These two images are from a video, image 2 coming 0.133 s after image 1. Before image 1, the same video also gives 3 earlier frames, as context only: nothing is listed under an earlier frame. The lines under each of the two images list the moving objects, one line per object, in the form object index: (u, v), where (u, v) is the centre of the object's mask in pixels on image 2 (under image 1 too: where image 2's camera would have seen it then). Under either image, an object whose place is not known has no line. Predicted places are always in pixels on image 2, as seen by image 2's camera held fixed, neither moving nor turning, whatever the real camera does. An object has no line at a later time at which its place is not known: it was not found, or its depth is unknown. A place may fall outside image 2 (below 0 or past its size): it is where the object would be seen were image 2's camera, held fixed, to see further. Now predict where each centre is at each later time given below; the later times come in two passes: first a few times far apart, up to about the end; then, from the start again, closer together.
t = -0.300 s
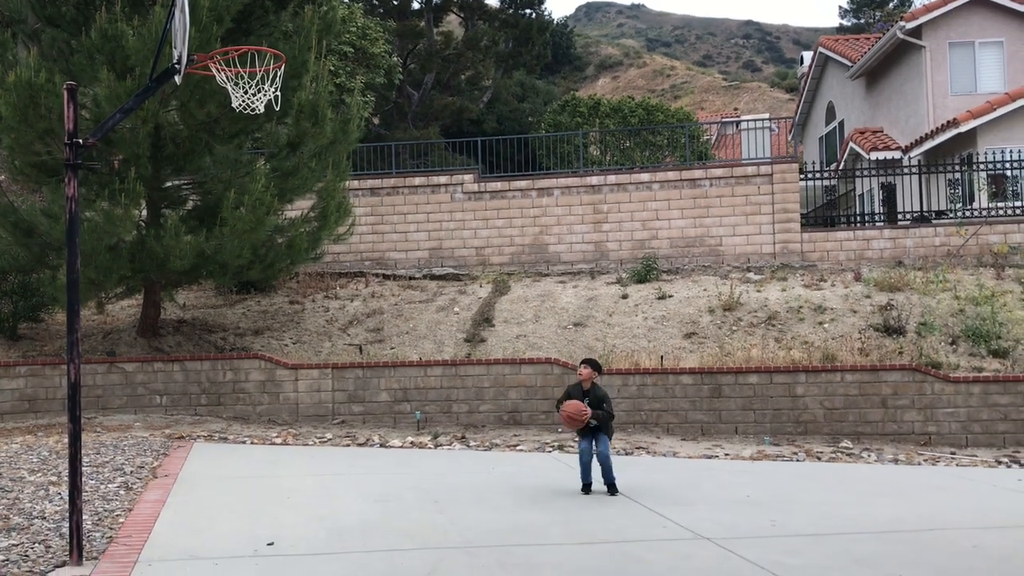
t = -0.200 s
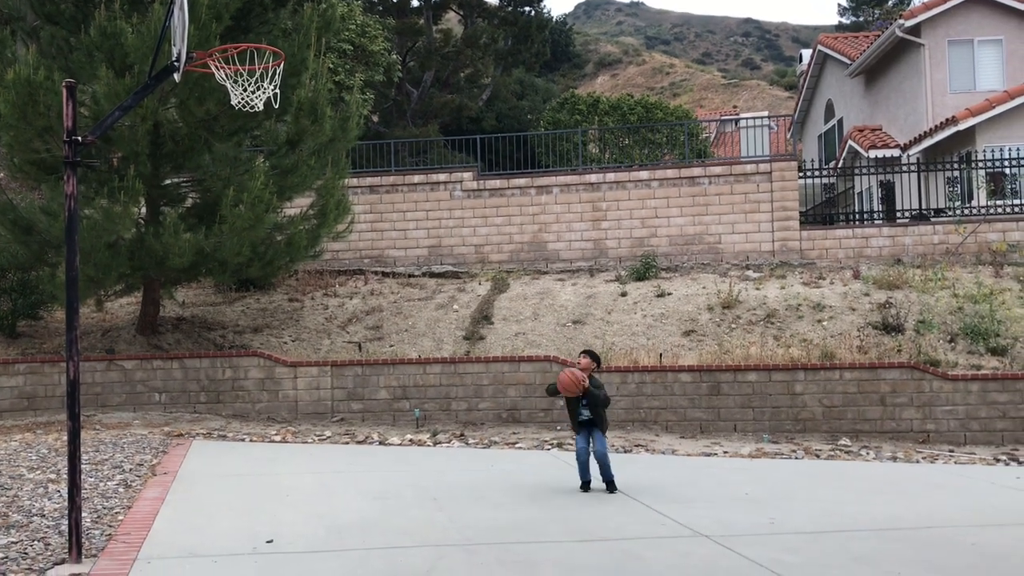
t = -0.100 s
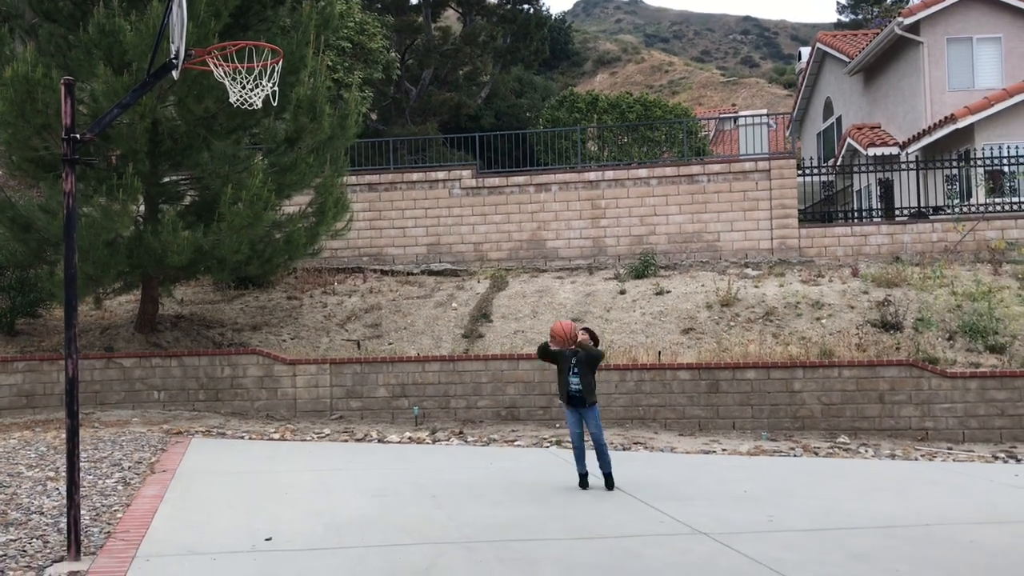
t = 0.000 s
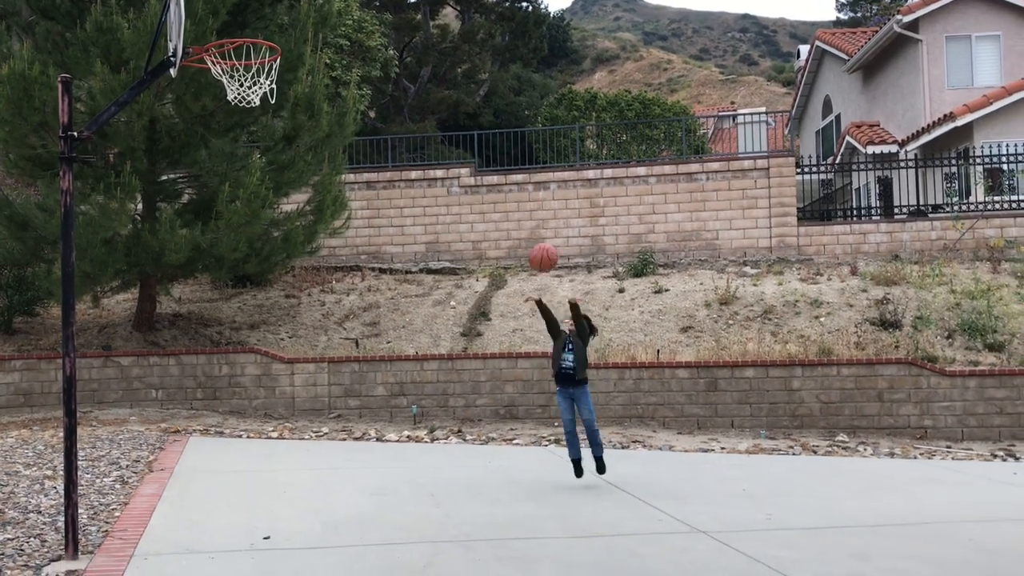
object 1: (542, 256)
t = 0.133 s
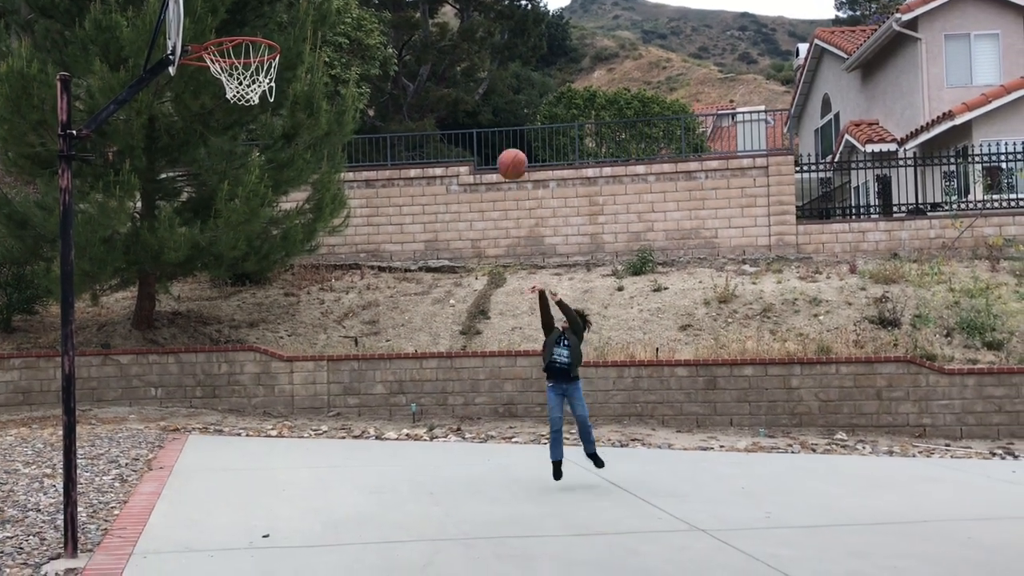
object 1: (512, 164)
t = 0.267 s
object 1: (481, 89)
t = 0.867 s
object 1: (312, 15)
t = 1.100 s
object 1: (230, 134)
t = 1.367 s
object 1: (116, 444)
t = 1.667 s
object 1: (73, 382)
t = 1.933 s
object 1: (76, 224)
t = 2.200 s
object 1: (79, 209)
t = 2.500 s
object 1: (84, 383)
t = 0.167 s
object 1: (504, 144)
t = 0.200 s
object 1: (497, 124)
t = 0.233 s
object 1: (489, 106)
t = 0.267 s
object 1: (481, 89)
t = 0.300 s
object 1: (473, 73)
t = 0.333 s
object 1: (464, 57)
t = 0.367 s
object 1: (456, 43)
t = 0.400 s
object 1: (447, 30)
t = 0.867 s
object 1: (312, 15)
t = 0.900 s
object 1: (301, 21)
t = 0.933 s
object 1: (290, 32)
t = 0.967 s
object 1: (278, 48)
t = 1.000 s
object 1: (267, 65)
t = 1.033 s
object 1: (255, 86)
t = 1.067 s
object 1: (242, 110)
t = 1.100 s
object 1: (230, 134)
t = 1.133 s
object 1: (217, 163)
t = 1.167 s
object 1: (204, 193)
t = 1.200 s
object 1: (191, 227)
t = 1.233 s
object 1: (177, 264)
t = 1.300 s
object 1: (147, 347)
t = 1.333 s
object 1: (132, 394)
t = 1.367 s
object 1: (116, 444)
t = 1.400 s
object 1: (101, 498)
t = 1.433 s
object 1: (84, 555)
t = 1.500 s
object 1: (73, 549)
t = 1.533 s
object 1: (73, 512)
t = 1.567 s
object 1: (72, 477)
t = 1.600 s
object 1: (72, 443)
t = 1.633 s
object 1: (73, 411)
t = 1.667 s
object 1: (73, 382)
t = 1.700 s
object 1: (73, 355)
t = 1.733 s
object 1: (73, 329)
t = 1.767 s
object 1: (73, 307)
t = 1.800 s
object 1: (74, 286)
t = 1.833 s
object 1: (74, 267)
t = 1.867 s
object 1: (74, 251)
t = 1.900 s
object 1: (75, 237)
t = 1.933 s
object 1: (76, 224)
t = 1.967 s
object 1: (77, 214)
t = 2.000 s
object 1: (77, 206)
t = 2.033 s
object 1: (77, 201)
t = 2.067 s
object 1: (78, 198)
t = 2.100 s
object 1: (78, 197)
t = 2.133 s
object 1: (79, 198)
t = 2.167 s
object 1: (79, 202)
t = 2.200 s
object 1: (79, 209)
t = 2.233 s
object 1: (79, 217)
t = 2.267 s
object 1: (80, 229)
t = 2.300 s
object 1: (80, 243)
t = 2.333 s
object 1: (81, 259)
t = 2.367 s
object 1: (81, 278)
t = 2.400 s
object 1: (82, 300)
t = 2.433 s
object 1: (82, 325)
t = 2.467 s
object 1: (82, 353)
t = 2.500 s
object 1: (84, 383)
